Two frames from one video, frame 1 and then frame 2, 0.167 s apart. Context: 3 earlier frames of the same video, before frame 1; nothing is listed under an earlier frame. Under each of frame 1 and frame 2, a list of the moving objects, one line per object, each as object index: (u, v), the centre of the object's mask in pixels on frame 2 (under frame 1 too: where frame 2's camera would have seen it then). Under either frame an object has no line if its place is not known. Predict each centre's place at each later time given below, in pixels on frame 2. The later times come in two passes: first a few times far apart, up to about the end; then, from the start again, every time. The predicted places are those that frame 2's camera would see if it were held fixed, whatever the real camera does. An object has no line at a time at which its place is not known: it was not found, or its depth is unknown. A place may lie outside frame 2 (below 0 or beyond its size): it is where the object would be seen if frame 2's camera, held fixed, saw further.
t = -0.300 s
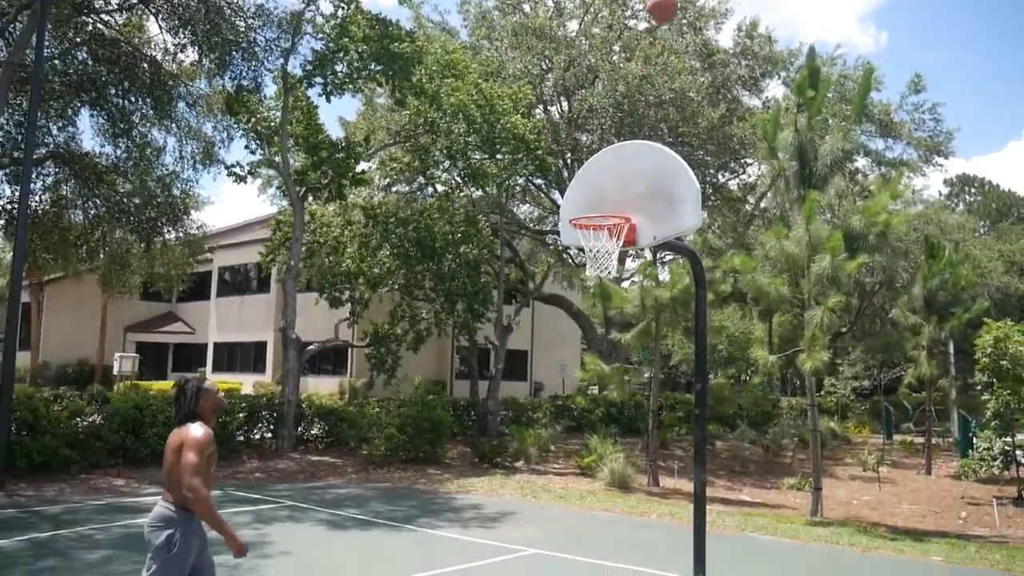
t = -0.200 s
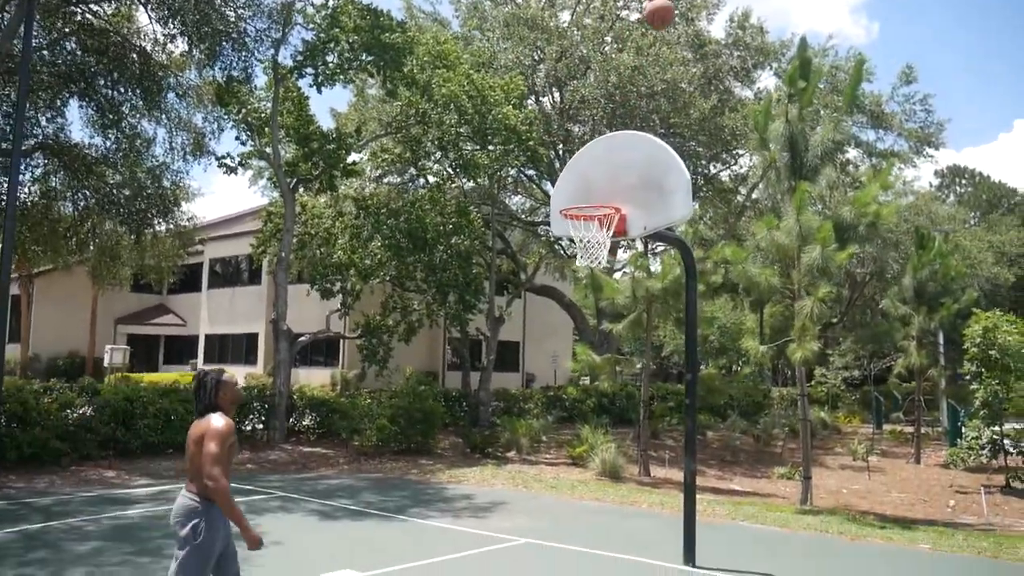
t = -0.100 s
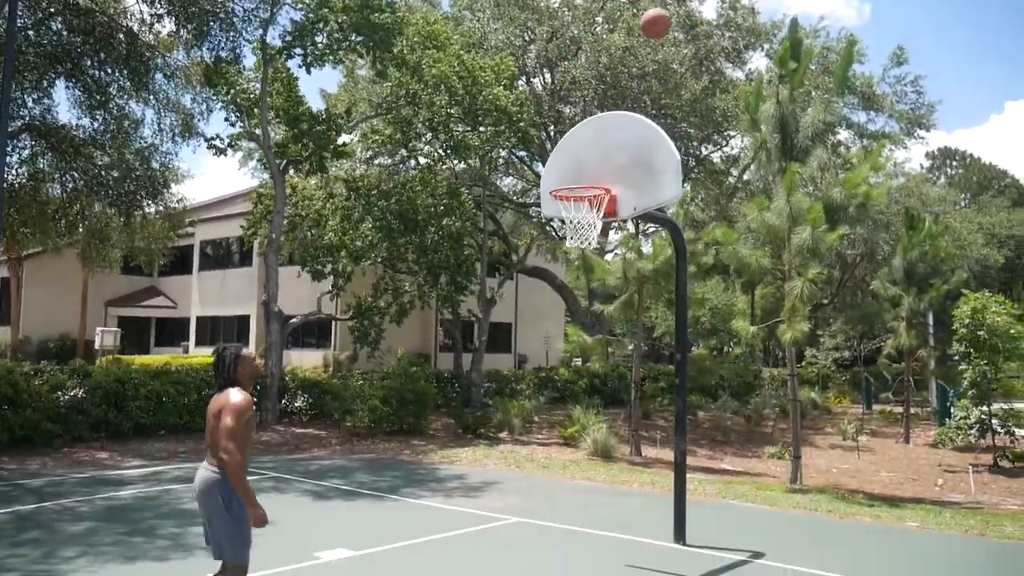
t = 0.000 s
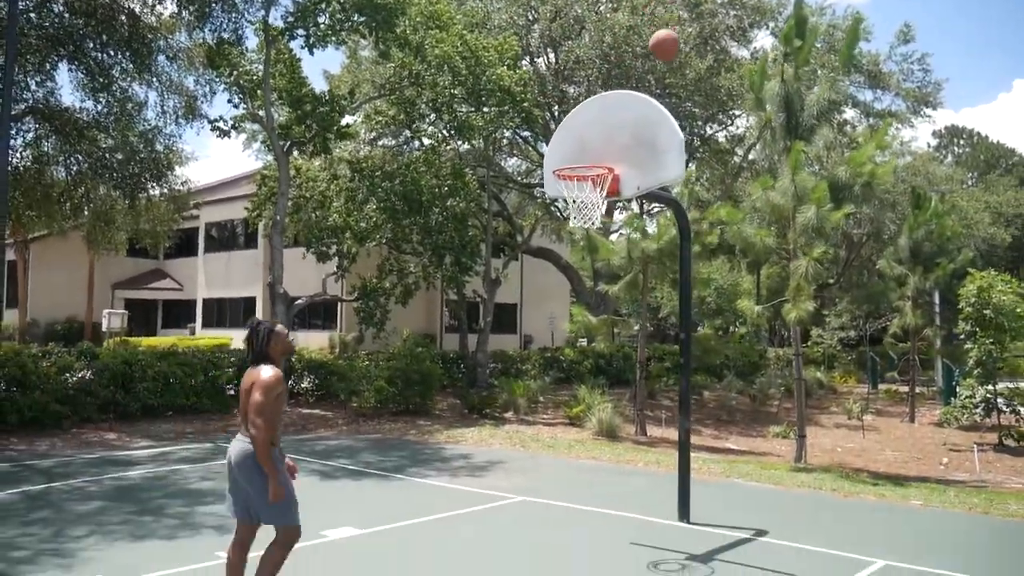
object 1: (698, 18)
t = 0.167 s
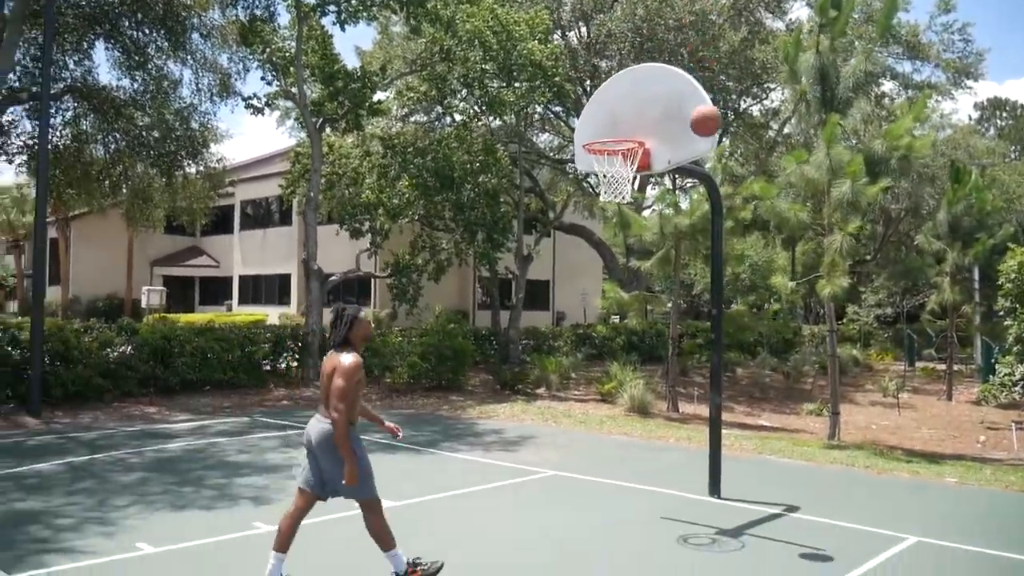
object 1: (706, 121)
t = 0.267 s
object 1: (709, 202)
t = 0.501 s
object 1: (721, 449)
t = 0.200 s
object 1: (706, 146)
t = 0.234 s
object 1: (708, 173)
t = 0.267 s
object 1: (709, 202)
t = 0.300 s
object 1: (711, 232)
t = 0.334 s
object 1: (713, 263)
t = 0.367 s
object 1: (714, 297)
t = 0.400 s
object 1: (717, 333)
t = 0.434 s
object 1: (718, 369)
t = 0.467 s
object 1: (720, 407)
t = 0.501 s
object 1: (721, 449)
